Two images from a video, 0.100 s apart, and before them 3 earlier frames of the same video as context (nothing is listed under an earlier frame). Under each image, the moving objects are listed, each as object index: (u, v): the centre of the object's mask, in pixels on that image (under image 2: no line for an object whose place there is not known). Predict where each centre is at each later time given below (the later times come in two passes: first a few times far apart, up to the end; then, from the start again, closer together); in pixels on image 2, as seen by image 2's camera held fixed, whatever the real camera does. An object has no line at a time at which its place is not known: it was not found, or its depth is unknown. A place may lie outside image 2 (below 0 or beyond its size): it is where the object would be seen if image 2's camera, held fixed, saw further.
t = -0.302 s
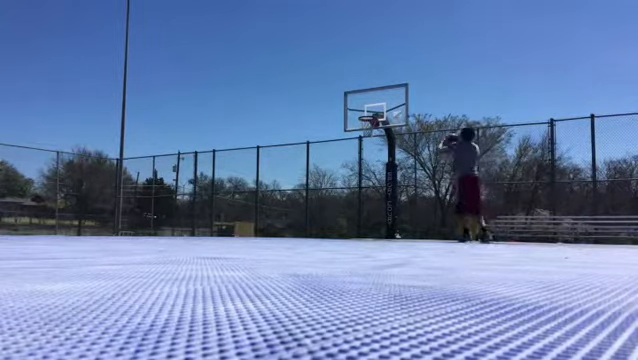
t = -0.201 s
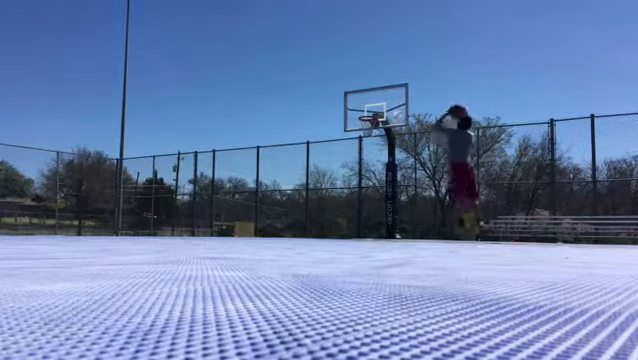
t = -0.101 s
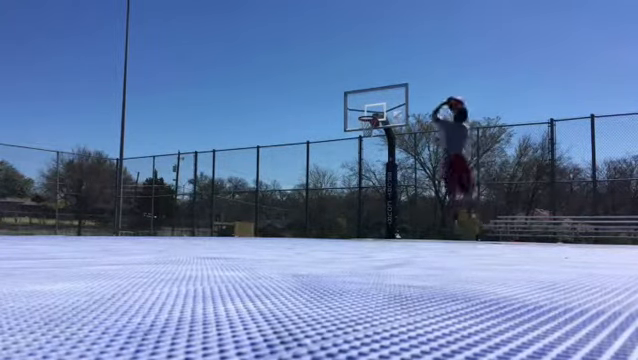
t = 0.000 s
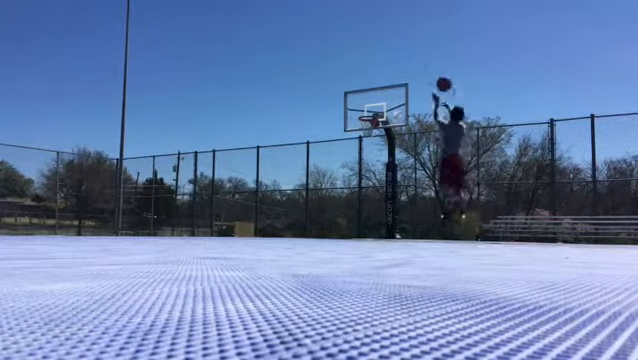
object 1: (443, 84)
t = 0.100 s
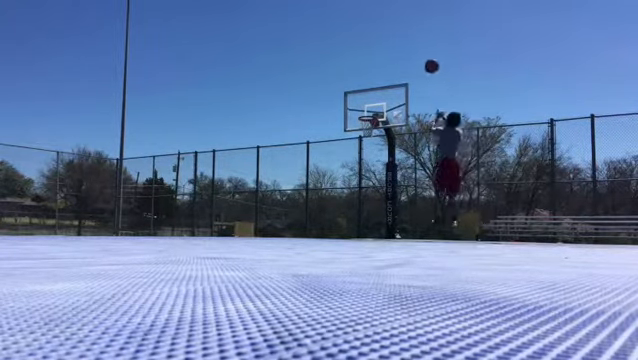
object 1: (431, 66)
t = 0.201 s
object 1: (420, 56)
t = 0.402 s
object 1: (402, 52)
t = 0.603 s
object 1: (385, 70)
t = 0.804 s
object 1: (373, 100)
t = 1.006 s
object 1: (366, 125)
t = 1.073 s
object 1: (371, 130)
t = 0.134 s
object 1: (427, 62)
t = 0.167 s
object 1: (423, 58)
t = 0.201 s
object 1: (420, 56)
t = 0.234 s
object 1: (417, 53)
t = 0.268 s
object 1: (413, 52)
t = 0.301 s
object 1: (411, 51)
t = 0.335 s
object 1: (408, 51)
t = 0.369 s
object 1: (405, 51)
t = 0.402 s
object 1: (402, 52)
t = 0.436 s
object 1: (397, 55)
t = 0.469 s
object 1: (394, 57)
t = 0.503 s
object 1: (391, 60)
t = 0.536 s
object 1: (389, 63)
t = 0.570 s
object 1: (387, 66)
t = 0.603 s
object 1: (385, 70)
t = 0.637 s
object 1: (383, 74)
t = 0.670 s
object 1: (381, 78)
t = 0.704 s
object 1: (378, 83)
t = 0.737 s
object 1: (377, 89)
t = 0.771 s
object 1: (375, 94)
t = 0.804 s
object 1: (373, 100)
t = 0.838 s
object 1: (371, 106)
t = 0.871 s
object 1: (370, 111)
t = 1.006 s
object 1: (366, 125)
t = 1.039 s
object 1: (369, 129)
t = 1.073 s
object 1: (371, 130)
